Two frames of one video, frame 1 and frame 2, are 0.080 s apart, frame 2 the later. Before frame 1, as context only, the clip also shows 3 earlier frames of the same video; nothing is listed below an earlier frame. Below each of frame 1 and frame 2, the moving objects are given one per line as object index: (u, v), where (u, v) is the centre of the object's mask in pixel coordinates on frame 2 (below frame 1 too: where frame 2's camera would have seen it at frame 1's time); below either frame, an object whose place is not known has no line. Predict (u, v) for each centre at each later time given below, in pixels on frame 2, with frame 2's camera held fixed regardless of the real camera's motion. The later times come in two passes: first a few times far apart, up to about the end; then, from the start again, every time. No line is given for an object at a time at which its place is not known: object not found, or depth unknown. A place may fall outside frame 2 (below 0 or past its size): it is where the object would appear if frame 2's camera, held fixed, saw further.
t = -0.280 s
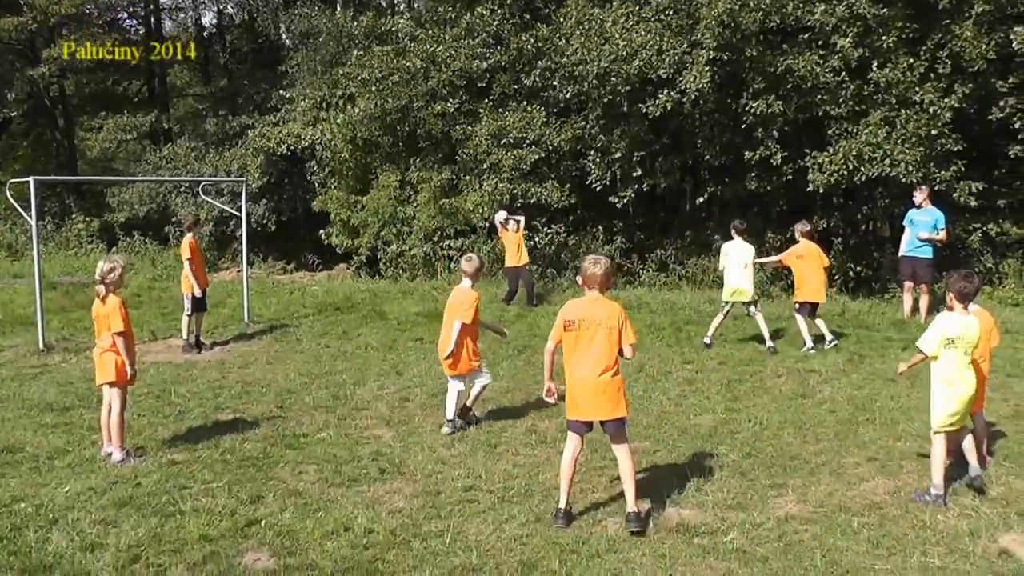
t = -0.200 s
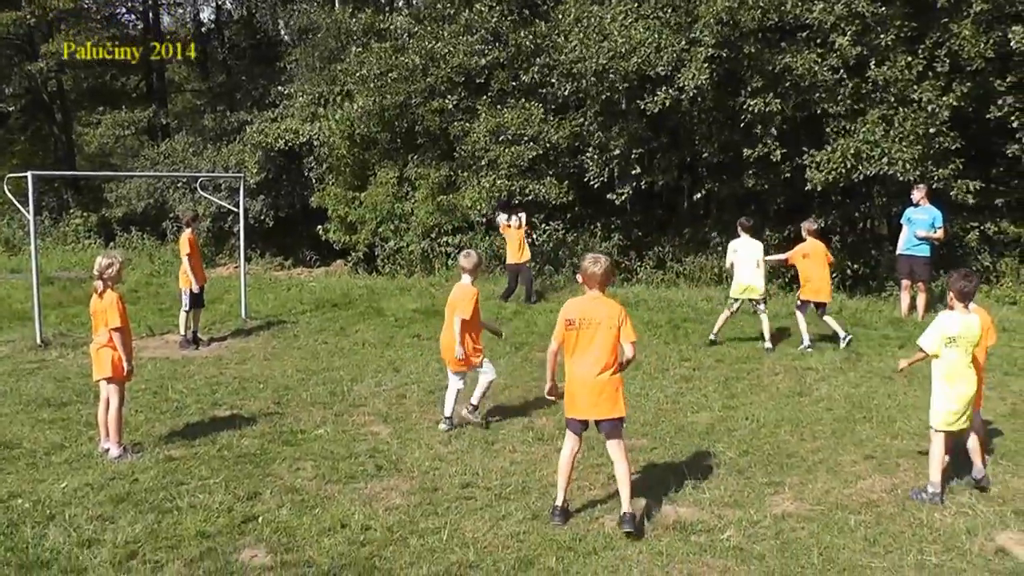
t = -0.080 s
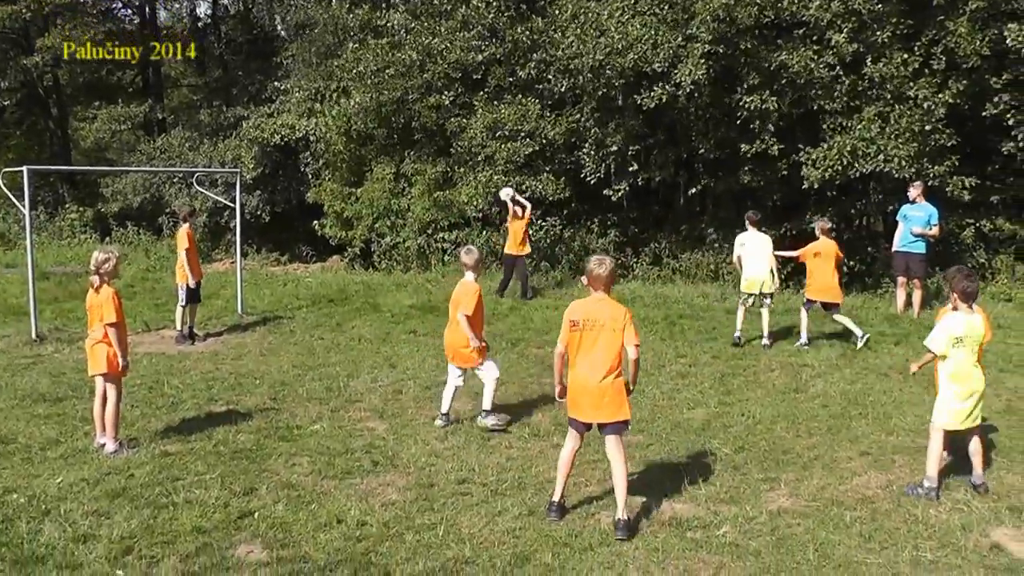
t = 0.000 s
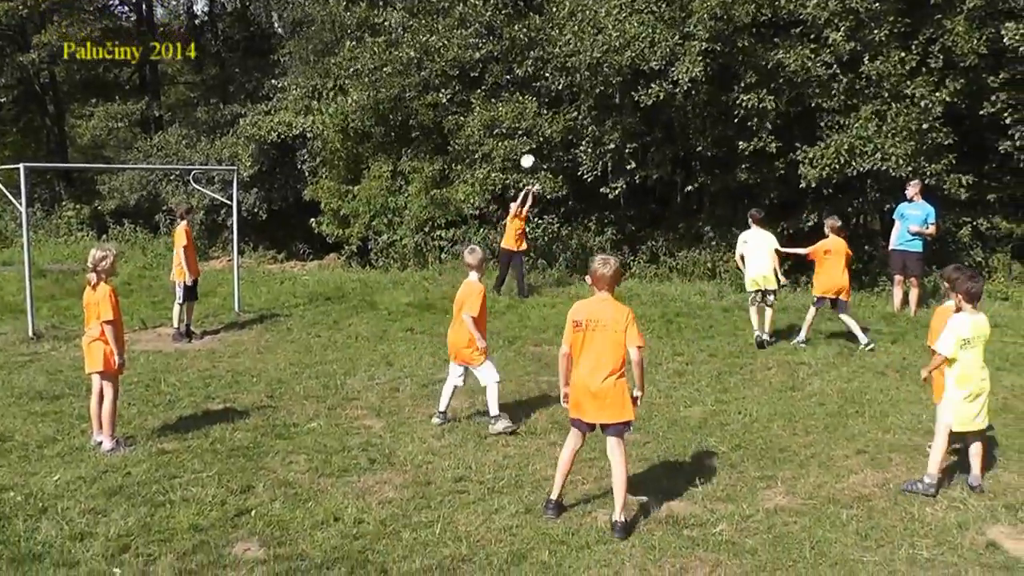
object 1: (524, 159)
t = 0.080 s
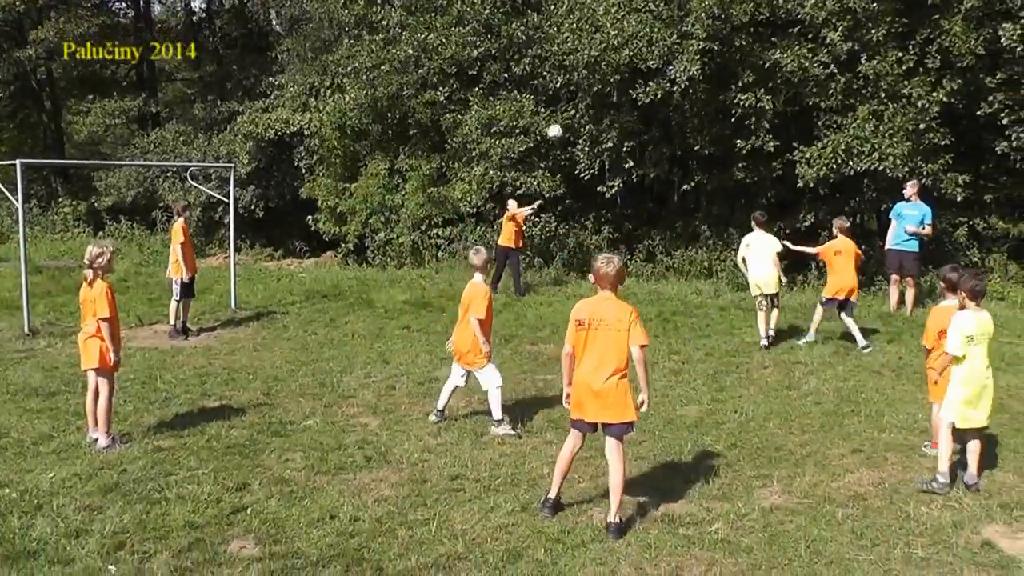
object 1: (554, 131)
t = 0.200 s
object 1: (602, 95)
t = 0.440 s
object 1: (706, 47)
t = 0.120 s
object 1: (570, 118)
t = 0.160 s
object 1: (586, 107)
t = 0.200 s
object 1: (602, 95)
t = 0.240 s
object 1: (619, 86)
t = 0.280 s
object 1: (635, 76)
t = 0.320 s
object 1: (656, 67)
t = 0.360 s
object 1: (672, 59)
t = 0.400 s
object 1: (689, 52)
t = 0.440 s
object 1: (706, 47)
